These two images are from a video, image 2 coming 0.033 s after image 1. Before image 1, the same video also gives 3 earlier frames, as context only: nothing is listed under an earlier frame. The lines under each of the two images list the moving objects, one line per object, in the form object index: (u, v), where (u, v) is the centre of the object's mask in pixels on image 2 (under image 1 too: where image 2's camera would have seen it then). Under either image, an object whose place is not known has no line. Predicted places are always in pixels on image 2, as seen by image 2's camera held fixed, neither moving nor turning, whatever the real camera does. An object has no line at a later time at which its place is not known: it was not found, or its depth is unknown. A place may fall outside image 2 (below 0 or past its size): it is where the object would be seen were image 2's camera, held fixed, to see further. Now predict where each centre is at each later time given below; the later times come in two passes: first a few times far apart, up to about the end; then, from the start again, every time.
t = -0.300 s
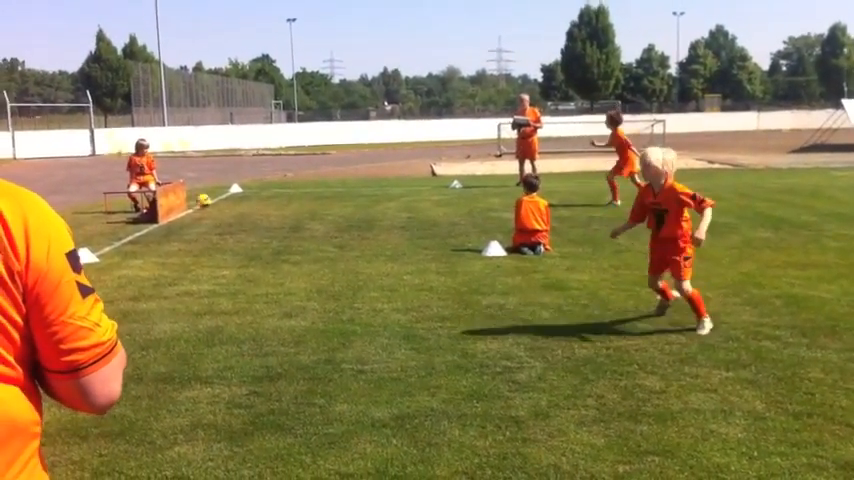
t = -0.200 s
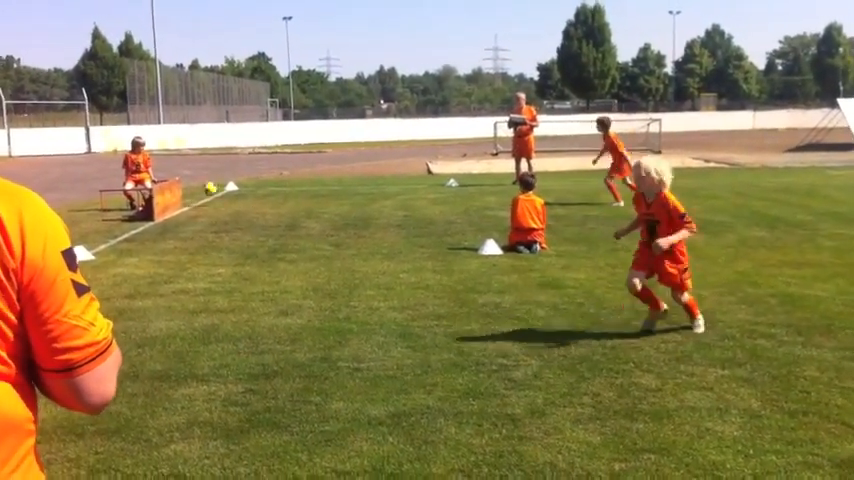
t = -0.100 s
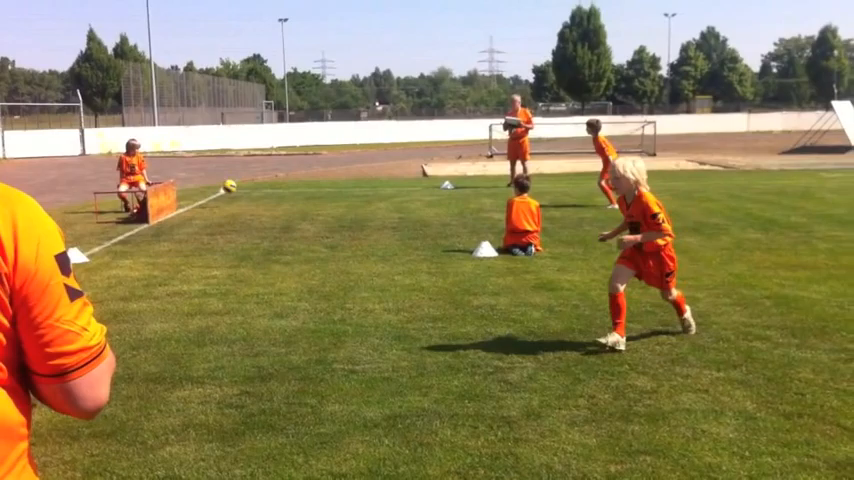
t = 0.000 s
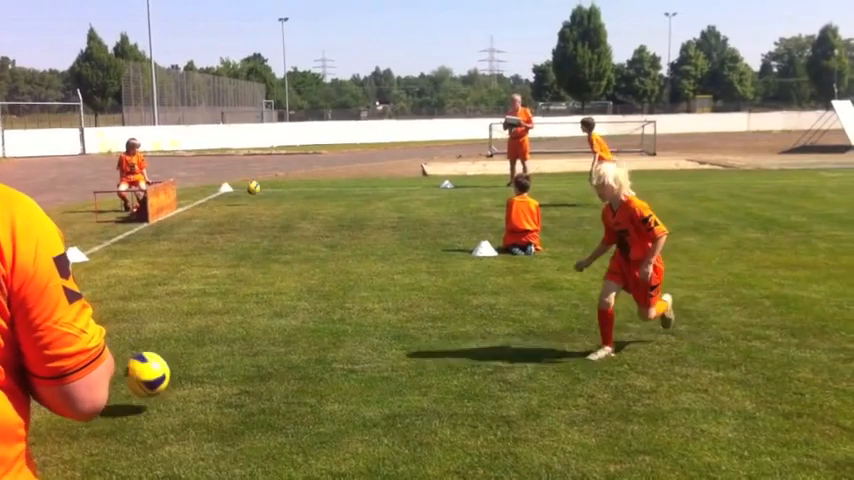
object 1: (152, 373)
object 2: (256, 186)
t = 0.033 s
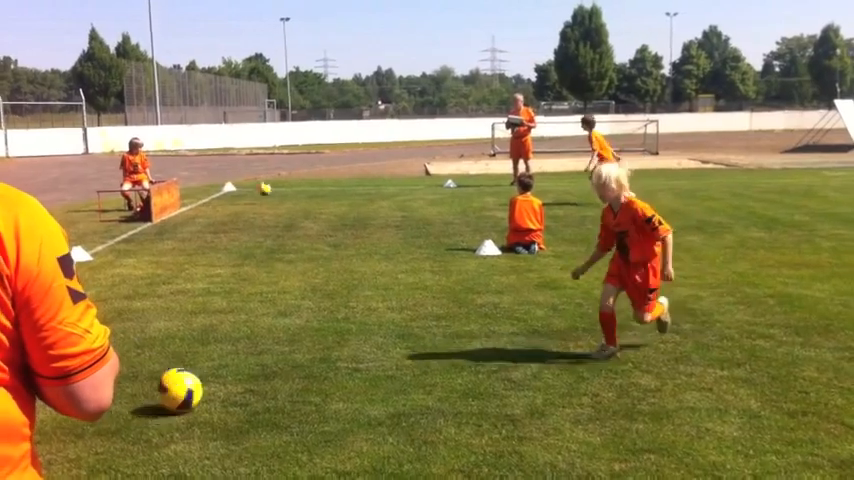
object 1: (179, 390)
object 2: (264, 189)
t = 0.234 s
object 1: (232, 380)
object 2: (293, 191)
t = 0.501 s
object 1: (303, 421)
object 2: (313, 194)
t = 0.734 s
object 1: (374, 442)
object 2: (331, 194)
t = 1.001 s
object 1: (454, 461)
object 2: (347, 194)
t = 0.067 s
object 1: (193, 392)
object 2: (272, 190)
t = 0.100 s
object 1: (201, 386)
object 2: (280, 193)
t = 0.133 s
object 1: (208, 381)
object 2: (286, 197)
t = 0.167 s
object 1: (215, 379)
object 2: (289, 195)
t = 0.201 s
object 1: (223, 378)
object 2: (291, 193)
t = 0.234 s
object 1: (232, 380)
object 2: (293, 191)
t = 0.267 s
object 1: (239, 384)
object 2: (295, 190)
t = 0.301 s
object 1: (246, 390)
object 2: (298, 191)
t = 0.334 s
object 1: (255, 399)
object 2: (300, 191)
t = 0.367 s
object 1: (264, 409)
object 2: (303, 193)
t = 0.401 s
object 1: (273, 418)
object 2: (305, 195)
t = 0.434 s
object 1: (283, 418)
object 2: (308, 195)
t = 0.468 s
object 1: (294, 419)
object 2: (310, 194)
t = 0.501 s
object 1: (303, 421)
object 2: (313, 194)
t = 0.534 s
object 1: (314, 426)
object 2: (316, 195)
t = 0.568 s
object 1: (324, 429)
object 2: (318, 195)
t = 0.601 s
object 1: (334, 430)
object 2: (320, 195)
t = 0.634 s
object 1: (343, 432)
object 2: (323, 194)
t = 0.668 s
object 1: (354, 435)
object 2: (326, 194)
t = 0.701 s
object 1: (364, 439)
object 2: (328, 194)
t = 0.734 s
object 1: (374, 442)
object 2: (331, 194)
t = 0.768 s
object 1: (384, 444)
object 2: (333, 194)
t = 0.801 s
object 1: (395, 446)
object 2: (335, 194)
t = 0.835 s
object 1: (404, 451)
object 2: (337, 194)
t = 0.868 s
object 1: (413, 453)
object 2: (340, 194)
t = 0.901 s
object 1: (424, 456)
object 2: (342, 194)
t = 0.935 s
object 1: (434, 458)
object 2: (344, 194)
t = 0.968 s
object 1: (444, 459)
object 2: (346, 194)
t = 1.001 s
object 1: (454, 461)
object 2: (347, 194)
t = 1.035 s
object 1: (463, 462)
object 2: (349, 194)
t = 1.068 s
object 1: (474, 464)
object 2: (351, 193)
